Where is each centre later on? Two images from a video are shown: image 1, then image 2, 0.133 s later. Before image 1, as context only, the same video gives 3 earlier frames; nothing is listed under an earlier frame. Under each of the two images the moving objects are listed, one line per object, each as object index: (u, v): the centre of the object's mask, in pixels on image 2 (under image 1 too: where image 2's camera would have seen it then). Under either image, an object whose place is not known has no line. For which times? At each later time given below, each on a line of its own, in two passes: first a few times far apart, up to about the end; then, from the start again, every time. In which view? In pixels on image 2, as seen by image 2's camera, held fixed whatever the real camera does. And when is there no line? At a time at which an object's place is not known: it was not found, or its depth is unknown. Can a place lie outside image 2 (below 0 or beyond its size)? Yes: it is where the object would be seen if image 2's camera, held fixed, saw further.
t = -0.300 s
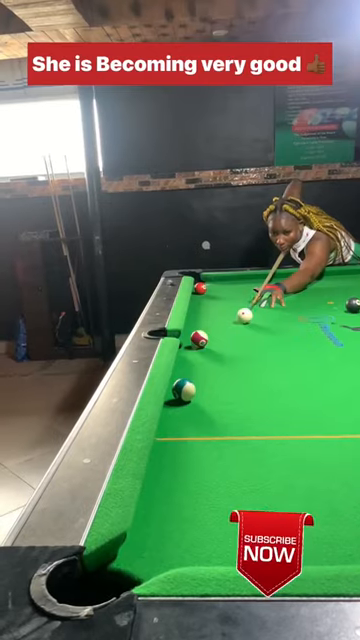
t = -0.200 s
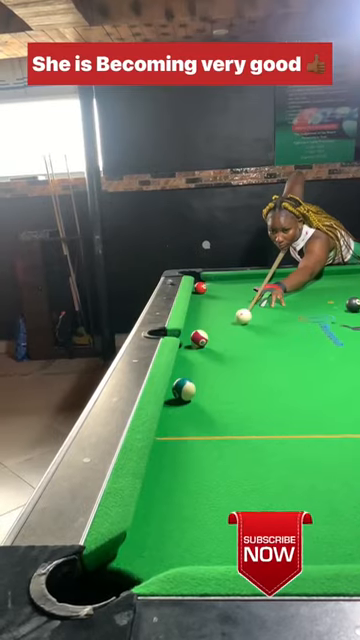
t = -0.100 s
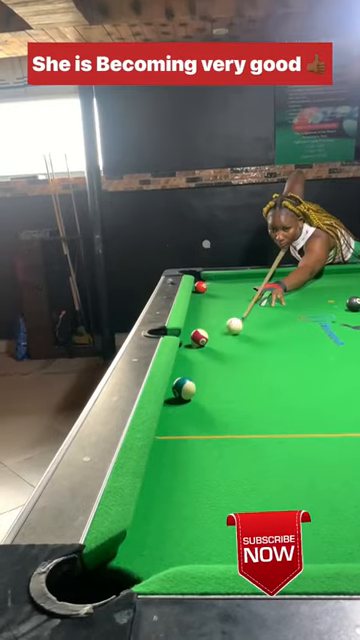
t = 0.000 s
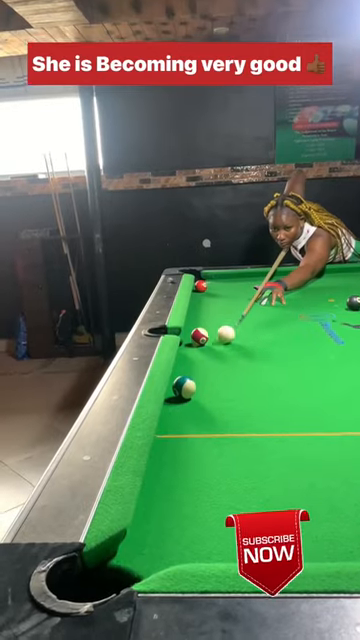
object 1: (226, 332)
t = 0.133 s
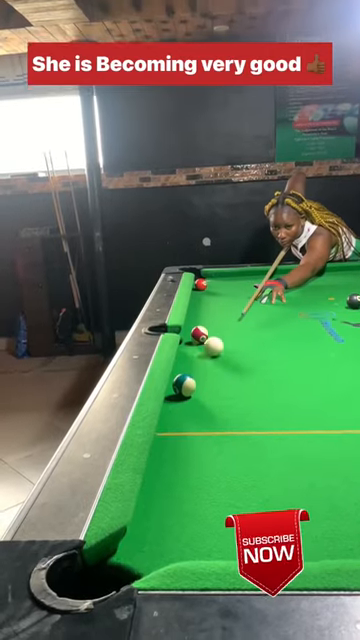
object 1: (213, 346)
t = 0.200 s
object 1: (207, 354)
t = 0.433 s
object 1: (181, 375)
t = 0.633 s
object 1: (188, 382)
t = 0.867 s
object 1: (194, 387)
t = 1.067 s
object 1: (200, 391)
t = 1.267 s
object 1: (203, 394)
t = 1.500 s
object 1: (205, 397)
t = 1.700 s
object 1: (207, 399)
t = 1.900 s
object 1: (207, 400)
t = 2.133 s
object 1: (207, 400)
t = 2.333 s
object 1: (207, 400)
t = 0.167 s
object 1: (210, 350)
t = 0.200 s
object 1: (207, 354)
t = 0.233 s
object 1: (203, 358)
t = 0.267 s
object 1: (199, 362)
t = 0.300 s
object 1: (195, 366)
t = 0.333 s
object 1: (192, 369)
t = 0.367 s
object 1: (188, 371)
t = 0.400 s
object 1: (184, 373)
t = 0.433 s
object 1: (181, 375)
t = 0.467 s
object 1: (182, 377)
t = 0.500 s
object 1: (183, 378)
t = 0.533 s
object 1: (184, 379)
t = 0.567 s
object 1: (186, 381)
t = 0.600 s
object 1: (187, 381)
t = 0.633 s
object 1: (188, 382)
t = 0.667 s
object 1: (189, 383)
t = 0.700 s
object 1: (190, 383)
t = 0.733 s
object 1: (191, 384)
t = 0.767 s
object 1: (192, 385)
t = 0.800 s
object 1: (193, 386)
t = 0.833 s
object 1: (194, 387)
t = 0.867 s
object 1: (194, 387)
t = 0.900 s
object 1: (195, 388)
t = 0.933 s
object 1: (196, 388)
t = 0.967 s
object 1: (197, 389)
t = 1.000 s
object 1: (198, 390)
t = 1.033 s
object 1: (199, 390)
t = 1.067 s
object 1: (200, 391)
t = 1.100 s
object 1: (200, 391)
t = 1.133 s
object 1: (201, 392)
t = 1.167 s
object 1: (201, 393)
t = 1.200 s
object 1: (202, 393)
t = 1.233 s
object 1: (203, 394)
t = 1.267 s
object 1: (203, 394)
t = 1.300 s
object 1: (203, 395)
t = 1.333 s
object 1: (204, 395)
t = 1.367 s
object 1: (204, 396)
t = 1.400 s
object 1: (204, 396)
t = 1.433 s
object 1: (205, 397)
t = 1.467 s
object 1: (205, 397)
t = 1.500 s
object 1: (205, 397)
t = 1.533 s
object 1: (205, 397)
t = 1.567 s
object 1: (206, 398)
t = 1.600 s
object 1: (206, 398)
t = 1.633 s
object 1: (206, 398)
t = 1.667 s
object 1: (207, 399)
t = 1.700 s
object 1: (207, 399)
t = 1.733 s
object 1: (207, 399)
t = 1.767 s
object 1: (207, 399)
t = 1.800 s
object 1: (207, 399)
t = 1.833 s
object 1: (207, 399)
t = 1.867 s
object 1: (207, 400)
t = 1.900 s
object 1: (207, 400)
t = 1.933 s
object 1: (208, 400)
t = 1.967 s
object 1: (207, 400)
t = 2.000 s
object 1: (207, 400)
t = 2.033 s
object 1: (208, 400)
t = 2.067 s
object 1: (207, 400)
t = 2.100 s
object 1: (207, 399)
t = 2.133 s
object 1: (207, 400)
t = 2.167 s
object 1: (207, 399)
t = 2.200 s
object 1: (207, 400)
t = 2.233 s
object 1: (207, 399)
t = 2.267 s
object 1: (207, 400)
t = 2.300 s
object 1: (207, 400)
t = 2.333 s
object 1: (207, 400)
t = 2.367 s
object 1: (207, 399)
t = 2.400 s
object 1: (208, 399)
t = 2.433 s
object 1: (207, 399)
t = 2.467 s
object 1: (207, 399)
